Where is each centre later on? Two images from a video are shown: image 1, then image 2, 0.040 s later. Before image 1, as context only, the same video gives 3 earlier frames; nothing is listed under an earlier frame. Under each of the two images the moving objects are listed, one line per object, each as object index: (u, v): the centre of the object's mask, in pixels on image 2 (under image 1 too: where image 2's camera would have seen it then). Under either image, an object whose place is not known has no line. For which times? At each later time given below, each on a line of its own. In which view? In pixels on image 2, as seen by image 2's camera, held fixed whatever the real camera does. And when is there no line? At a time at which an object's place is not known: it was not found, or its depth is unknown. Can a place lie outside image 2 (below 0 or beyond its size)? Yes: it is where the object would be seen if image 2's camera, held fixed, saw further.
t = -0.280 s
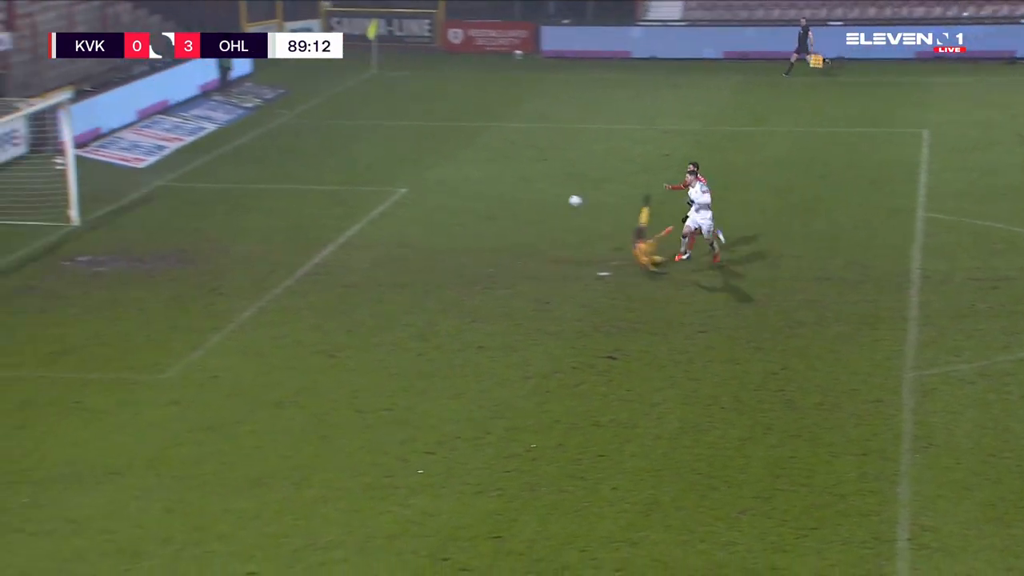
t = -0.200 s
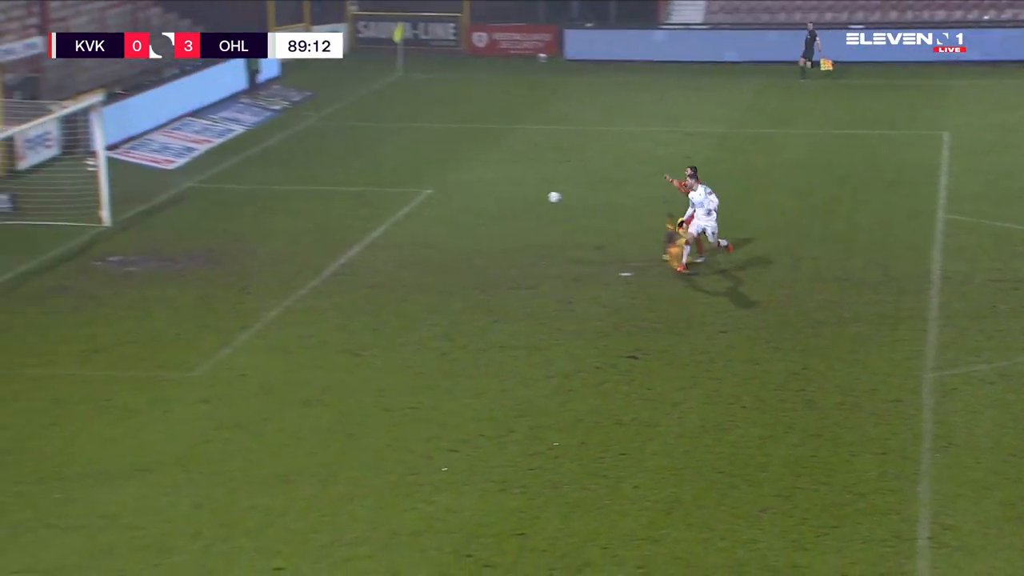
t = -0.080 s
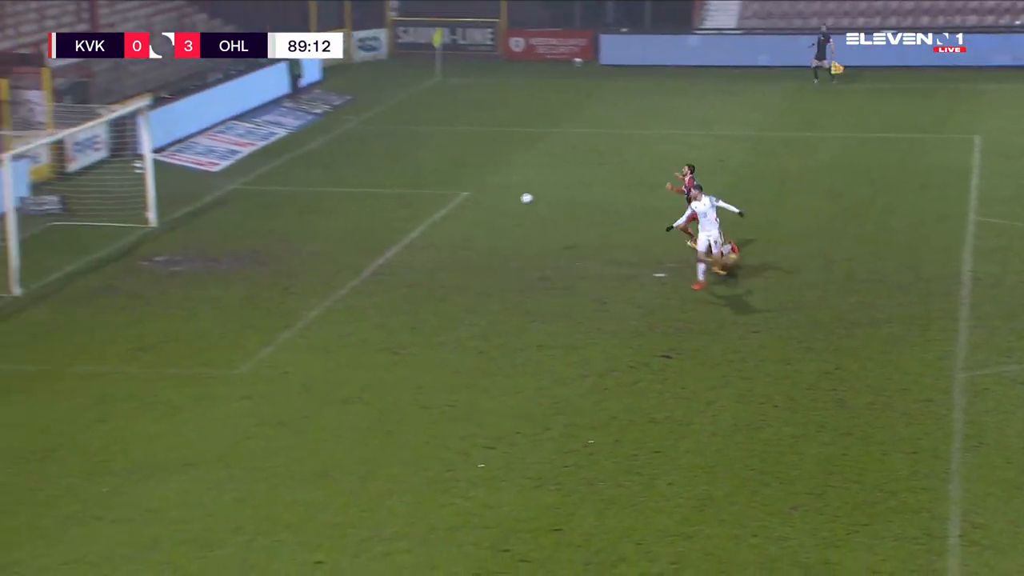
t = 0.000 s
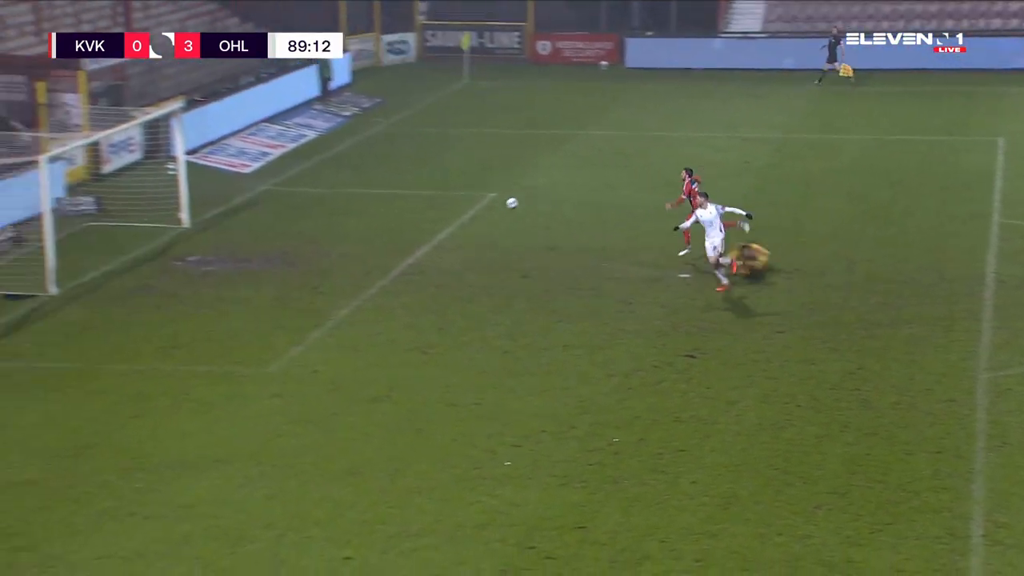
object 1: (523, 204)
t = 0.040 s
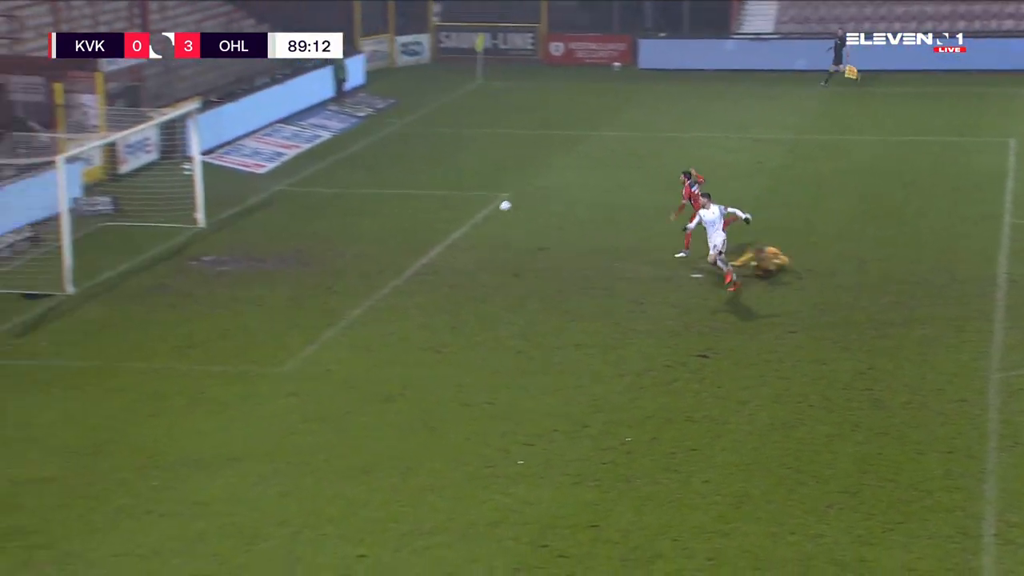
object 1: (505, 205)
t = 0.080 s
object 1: (487, 210)
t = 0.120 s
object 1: (468, 215)
